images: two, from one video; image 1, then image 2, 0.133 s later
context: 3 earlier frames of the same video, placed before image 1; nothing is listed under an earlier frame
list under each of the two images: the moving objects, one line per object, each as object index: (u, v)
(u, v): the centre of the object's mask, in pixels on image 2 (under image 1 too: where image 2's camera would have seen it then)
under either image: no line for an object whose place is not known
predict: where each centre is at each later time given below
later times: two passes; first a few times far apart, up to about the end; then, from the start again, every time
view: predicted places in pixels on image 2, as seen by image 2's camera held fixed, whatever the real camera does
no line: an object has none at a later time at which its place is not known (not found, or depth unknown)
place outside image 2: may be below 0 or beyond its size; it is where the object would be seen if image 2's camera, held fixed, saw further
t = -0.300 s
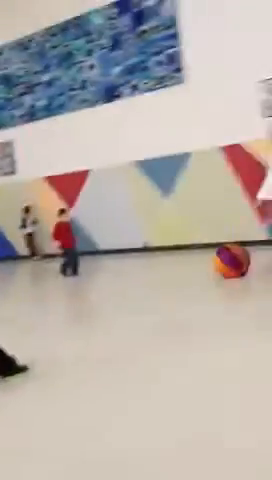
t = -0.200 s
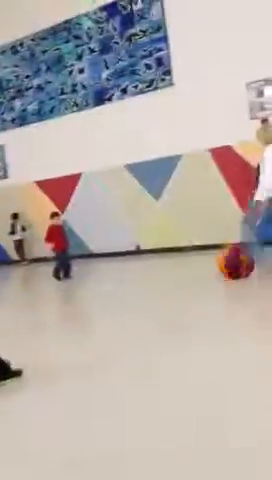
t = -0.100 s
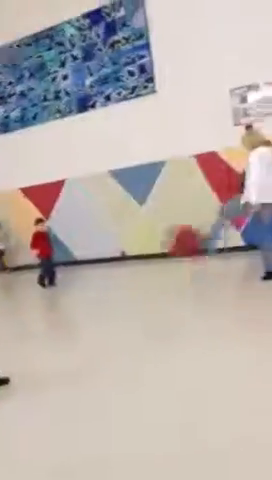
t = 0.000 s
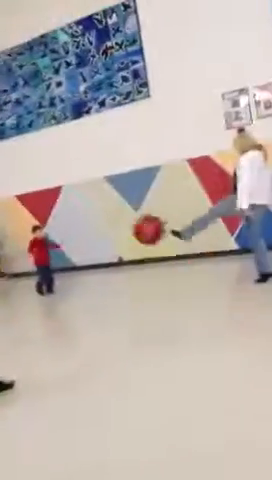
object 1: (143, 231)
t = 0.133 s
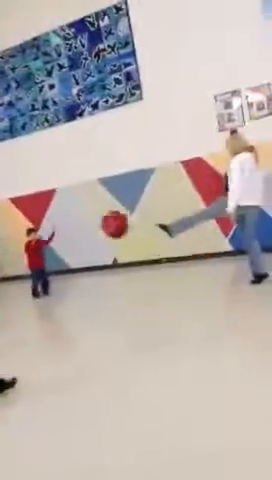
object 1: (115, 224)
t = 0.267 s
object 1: (94, 229)
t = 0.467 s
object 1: (73, 248)
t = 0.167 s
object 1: (110, 224)
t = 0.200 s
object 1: (103, 225)
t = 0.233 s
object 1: (99, 227)
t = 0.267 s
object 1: (94, 229)
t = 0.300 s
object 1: (90, 231)
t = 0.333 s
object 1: (86, 234)
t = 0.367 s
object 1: (82, 237)
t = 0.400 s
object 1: (79, 240)
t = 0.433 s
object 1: (76, 244)
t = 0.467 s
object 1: (73, 248)
